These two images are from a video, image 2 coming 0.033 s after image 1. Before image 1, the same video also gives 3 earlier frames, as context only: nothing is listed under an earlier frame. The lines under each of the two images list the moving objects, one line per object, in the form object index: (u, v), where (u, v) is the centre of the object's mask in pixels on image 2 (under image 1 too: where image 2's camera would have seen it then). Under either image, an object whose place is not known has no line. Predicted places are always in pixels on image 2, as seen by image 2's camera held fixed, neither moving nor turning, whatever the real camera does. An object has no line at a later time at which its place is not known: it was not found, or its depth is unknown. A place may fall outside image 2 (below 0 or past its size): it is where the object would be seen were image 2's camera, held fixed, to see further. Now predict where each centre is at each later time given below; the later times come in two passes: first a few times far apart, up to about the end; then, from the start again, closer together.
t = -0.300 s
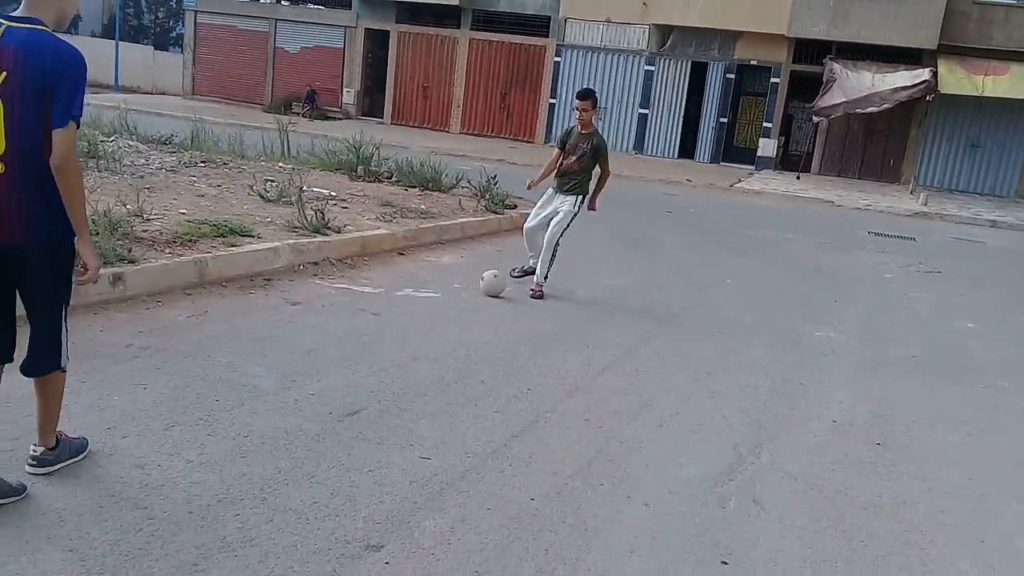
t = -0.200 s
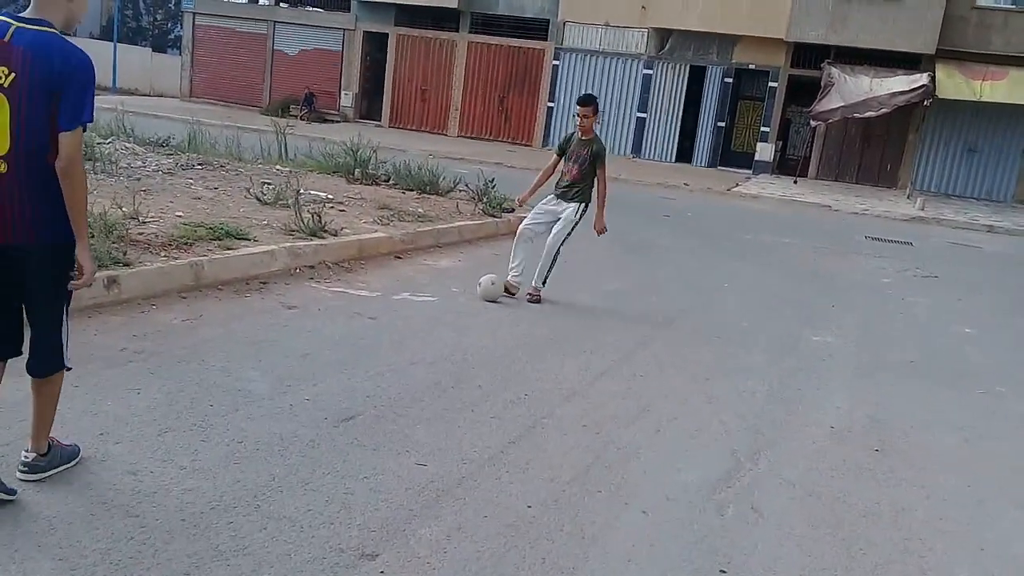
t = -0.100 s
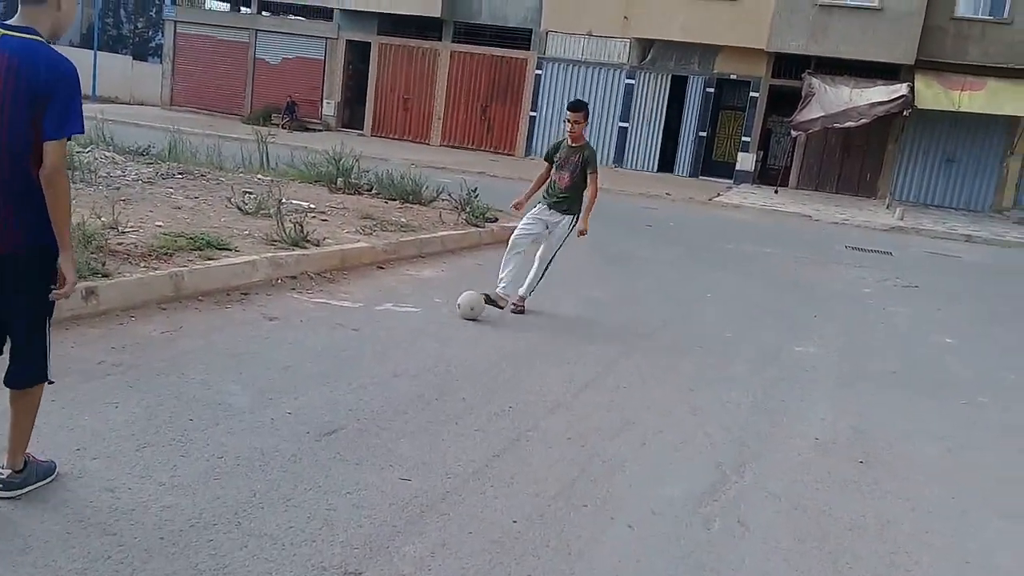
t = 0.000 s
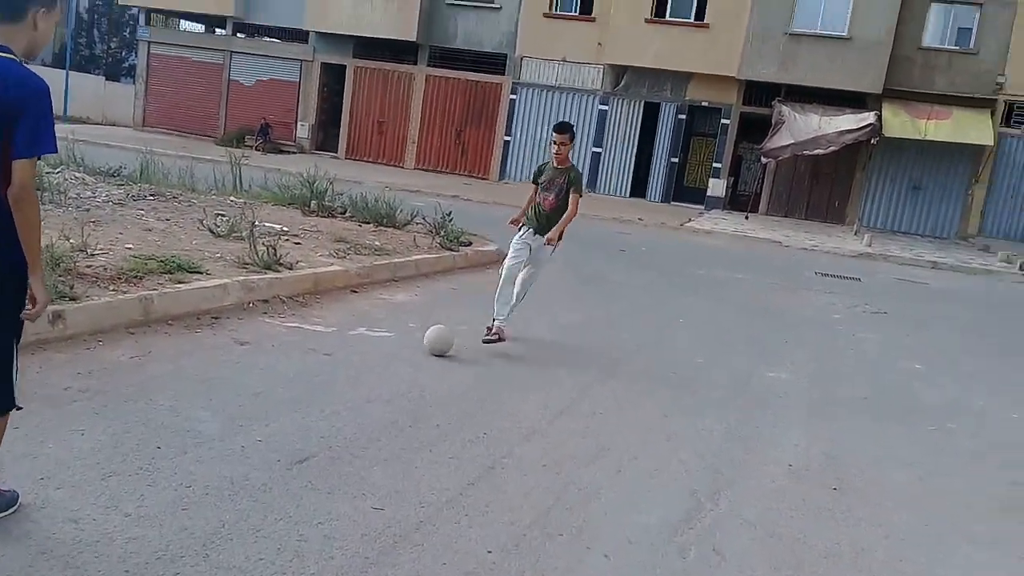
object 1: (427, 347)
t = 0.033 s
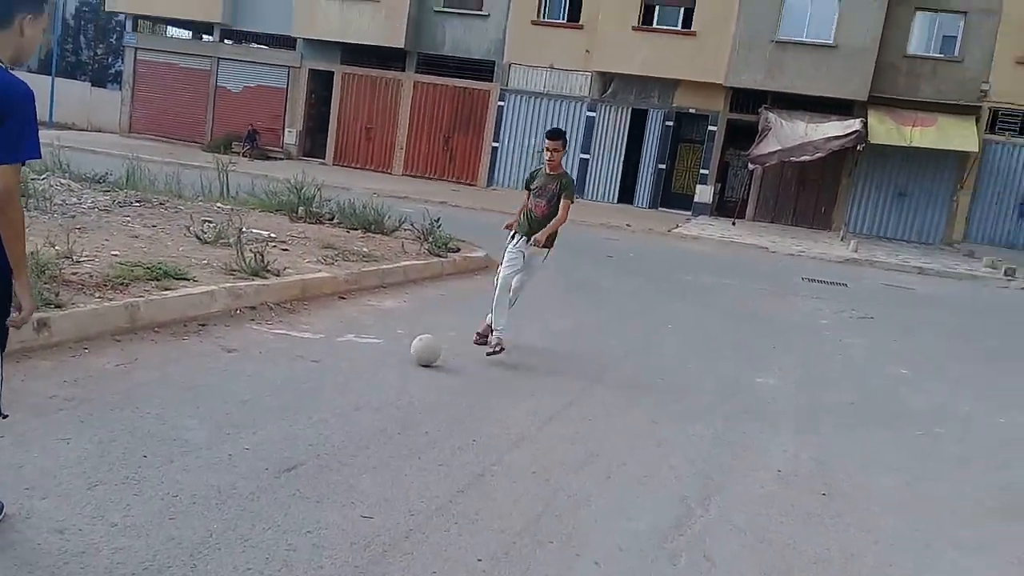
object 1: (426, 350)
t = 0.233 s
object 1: (415, 370)
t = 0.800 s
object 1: (375, 451)
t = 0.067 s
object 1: (424, 354)
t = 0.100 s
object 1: (423, 356)
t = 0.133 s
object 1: (421, 360)
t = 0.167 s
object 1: (419, 363)
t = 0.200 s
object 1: (417, 367)
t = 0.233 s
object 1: (415, 370)
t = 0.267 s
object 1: (414, 373)
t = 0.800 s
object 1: (375, 451)
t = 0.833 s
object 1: (372, 456)
